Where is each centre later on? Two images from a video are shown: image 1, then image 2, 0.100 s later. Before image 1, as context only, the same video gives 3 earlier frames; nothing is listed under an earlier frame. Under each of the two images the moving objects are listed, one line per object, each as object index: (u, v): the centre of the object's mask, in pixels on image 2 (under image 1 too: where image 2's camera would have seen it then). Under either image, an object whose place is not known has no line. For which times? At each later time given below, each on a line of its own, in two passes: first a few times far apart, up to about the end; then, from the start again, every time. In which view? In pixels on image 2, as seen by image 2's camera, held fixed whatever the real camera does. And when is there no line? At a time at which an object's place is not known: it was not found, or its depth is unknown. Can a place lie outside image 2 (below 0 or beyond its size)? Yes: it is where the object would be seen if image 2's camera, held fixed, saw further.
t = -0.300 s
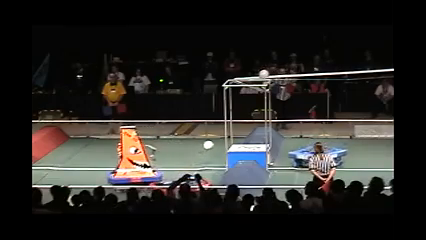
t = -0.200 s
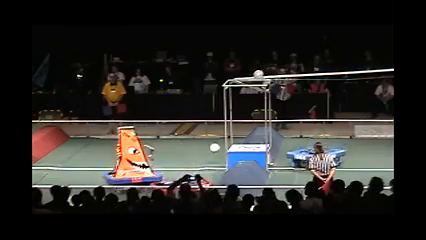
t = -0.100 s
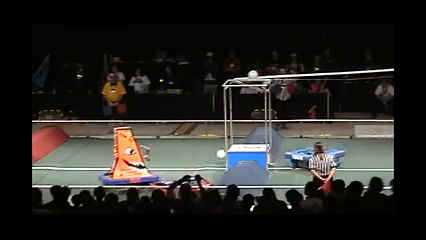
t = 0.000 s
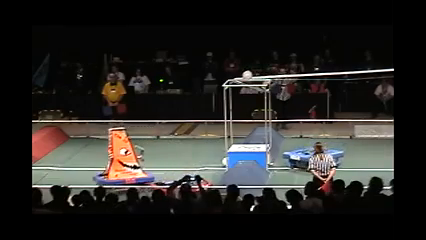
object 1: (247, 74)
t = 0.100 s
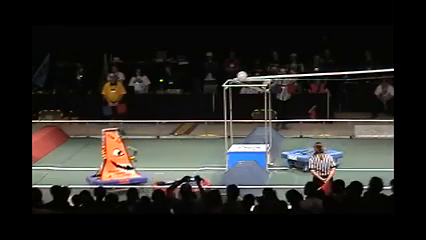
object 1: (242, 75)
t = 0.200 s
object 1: (236, 75)
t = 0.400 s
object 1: (223, 77)
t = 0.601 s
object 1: (209, 88)
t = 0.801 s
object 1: (195, 114)
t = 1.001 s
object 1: (183, 154)
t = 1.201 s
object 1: (167, 138)
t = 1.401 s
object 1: (152, 118)
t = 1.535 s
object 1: (142, 114)
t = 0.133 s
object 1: (240, 75)
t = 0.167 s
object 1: (238, 75)
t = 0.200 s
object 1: (236, 75)
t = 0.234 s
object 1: (234, 75)
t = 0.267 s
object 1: (232, 75)
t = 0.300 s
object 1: (229, 75)
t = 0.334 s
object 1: (227, 75)
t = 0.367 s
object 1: (225, 76)
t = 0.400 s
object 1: (223, 77)
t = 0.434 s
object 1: (221, 78)
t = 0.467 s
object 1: (218, 79)
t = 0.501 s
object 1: (216, 81)
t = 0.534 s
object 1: (213, 83)
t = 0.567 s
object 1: (211, 85)
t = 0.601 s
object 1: (209, 88)
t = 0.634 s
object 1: (206, 91)
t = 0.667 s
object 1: (204, 95)
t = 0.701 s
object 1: (201, 99)
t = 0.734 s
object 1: (199, 104)
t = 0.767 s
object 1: (197, 109)
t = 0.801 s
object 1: (195, 114)
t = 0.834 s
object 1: (193, 120)
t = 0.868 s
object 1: (190, 125)
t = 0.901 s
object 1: (188, 132)
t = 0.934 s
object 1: (186, 139)
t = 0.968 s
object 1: (184, 147)
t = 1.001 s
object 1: (183, 154)
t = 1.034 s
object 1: (180, 162)
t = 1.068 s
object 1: (178, 161)
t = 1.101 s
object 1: (175, 154)
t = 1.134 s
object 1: (173, 148)
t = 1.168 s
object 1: (170, 143)
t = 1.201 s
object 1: (167, 138)
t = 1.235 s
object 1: (165, 134)
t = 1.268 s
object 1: (162, 130)
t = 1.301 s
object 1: (160, 127)
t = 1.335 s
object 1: (157, 123)
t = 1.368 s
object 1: (154, 121)
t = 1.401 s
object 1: (152, 118)
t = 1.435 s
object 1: (150, 117)
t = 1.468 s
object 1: (147, 115)
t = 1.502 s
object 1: (145, 114)
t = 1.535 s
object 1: (142, 114)
